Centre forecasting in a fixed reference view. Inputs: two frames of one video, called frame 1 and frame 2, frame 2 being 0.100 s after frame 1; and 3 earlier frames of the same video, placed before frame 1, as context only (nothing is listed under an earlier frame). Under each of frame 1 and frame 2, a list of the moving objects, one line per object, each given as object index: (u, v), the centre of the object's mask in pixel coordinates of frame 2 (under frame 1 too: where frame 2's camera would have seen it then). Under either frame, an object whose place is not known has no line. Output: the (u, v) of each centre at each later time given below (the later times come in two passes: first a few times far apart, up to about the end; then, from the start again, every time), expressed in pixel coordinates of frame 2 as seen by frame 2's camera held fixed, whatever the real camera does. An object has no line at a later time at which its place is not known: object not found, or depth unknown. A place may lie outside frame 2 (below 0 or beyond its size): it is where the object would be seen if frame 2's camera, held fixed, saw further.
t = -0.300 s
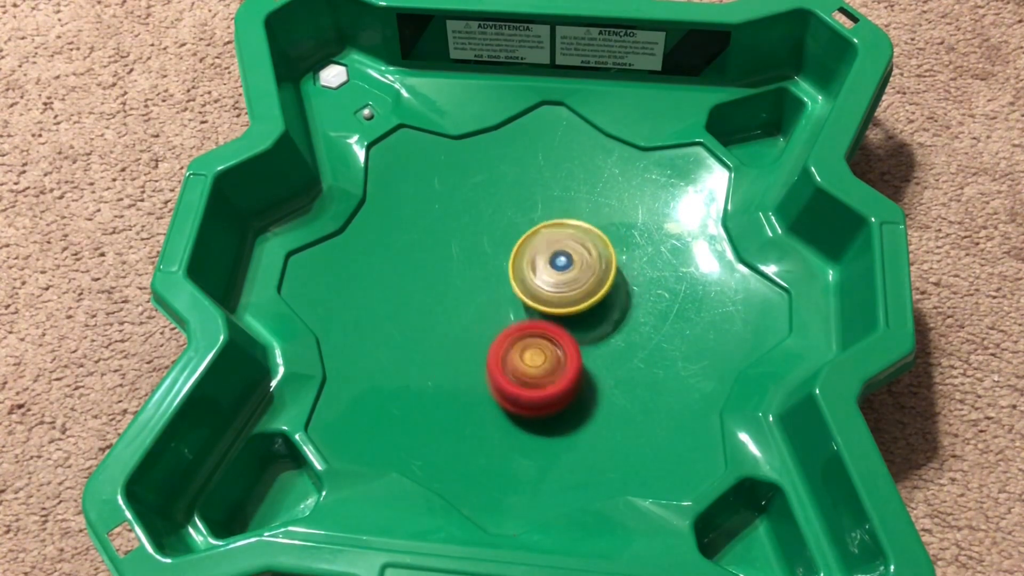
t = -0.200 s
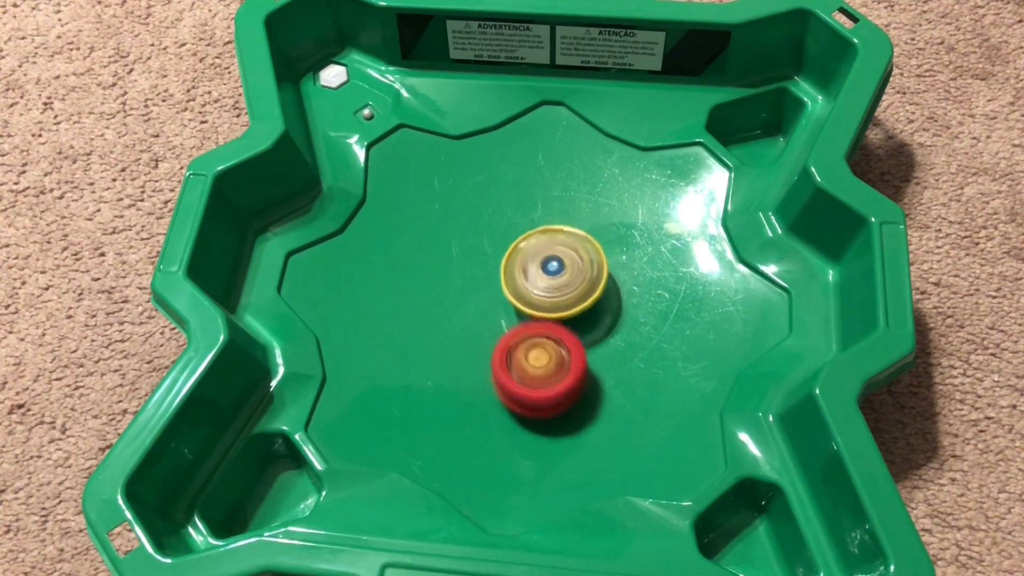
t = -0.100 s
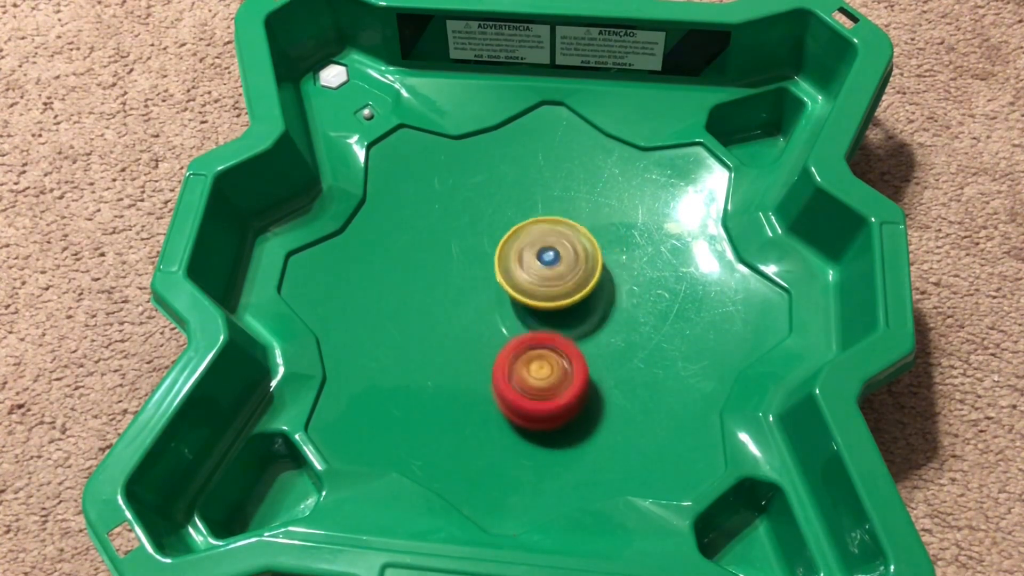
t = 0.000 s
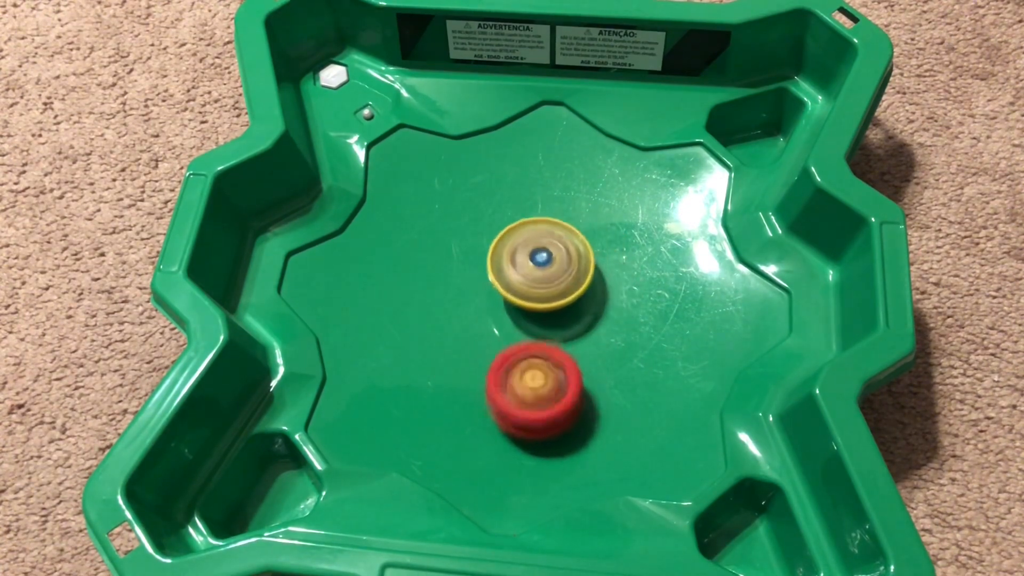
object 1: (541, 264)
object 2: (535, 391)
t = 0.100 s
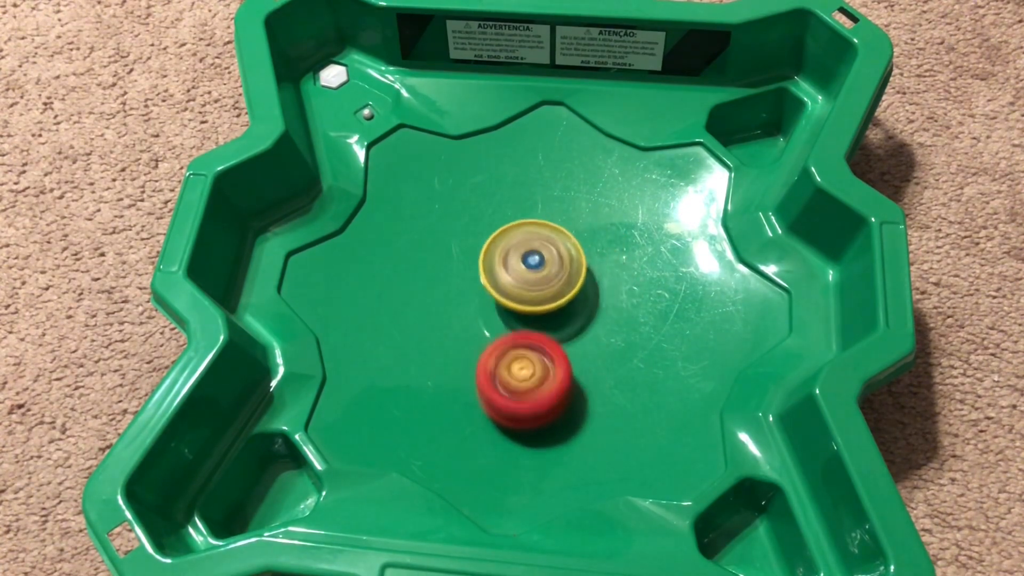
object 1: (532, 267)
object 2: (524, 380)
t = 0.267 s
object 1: (520, 249)
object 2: (531, 373)
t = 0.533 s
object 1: (510, 237)
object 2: (550, 350)
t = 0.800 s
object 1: (514, 243)
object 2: (591, 313)
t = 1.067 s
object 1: (446, 242)
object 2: (635, 339)
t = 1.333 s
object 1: (429, 269)
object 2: (560, 341)
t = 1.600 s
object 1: (388, 287)
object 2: (637, 247)
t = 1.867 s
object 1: (397, 304)
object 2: (638, 365)
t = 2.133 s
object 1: (365, 296)
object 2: (566, 260)
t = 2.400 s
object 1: (392, 312)
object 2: (671, 317)
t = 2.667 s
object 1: (385, 312)
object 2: (563, 296)
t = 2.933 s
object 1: (406, 325)
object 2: (626, 285)
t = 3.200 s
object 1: (449, 340)
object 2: (553, 299)
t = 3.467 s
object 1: (447, 379)
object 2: (579, 228)
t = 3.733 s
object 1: (475, 382)
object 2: (581, 272)
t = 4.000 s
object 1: (490, 400)
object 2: (513, 239)
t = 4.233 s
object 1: (510, 399)
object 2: (558, 220)
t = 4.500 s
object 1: (543, 418)
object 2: (522, 270)
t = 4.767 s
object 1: (598, 468)
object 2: (532, 141)
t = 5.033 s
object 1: (602, 425)
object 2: (546, 261)
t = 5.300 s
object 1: (584, 333)
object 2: (407, 339)
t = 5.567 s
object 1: (549, 209)
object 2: (396, 277)
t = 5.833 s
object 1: (537, 180)
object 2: (556, 328)
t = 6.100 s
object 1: (532, 203)
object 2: (609, 438)
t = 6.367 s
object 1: (508, 266)
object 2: (533, 360)
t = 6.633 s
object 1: (475, 257)
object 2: (590, 329)
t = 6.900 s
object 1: (466, 256)
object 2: (591, 311)
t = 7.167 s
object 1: (455, 263)
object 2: (575, 276)
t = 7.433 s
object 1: (441, 281)
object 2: (562, 266)
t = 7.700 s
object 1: (386, 306)
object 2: (624, 310)
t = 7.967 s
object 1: (410, 316)
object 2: (514, 301)
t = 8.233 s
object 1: (394, 332)
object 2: (606, 243)
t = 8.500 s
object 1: (436, 352)
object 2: (583, 314)
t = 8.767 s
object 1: (465, 384)
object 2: (533, 274)
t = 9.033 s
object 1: (483, 390)
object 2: (547, 254)
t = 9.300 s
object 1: (511, 383)
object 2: (535, 290)
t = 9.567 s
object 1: (533, 385)
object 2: (515, 287)
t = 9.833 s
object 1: (550, 382)
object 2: (517, 289)
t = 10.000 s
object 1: (564, 392)
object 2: (517, 286)
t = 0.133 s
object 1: (530, 268)
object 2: (524, 373)
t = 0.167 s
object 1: (528, 268)
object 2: (525, 365)
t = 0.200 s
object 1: (525, 258)
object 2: (527, 368)
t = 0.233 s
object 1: (523, 252)
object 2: (529, 371)
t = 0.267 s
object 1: (520, 249)
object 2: (531, 373)
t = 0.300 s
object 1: (518, 247)
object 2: (533, 373)
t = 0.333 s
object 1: (516, 244)
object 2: (535, 373)
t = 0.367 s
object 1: (514, 242)
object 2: (536, 371)
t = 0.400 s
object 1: (513, 241)
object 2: (539, 369)
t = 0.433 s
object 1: (512, 239)
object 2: (540, 366)
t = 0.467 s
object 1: (511, 238)
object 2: (543, 361)
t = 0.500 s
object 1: (511, 237)
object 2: (546, 356)
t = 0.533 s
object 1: (510, 237)
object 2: (550, 350)
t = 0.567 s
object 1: (510, 237)
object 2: (554, 344)
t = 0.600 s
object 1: (510, 237)
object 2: (560, 337)
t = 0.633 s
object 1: (510, 237)
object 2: (565, 331)
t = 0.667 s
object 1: (511, 237)
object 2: (572, 326)
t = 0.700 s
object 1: (511, 238)
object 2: (576, 321)
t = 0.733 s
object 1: (512, 239)
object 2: (581, 317)
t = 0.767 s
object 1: (513, 241)
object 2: (586, 315)
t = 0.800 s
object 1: (514, 243)
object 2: (591, 313)
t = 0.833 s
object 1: (515, 245)
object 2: (595, 312)
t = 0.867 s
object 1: (516, 248)
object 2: (598, 313)
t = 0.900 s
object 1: (516, 250)
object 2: (599, 313)
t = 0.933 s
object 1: (517, 253)
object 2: (599, 314)
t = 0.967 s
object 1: (503, 249)
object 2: (609, 319)
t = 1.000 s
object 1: (478, 242)
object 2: (624, 326)
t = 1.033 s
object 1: (459, 241)
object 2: (633, 334)
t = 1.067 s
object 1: (446, 242)
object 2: (635, 339)
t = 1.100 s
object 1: (438, 245)
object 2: (634, 346)
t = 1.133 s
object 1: (434, 248)
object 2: (630, 352)
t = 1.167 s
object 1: (431, 252)
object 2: (621, 357)
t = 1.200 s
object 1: (430, 256)
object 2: (610, 360)
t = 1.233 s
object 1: (429, 259)
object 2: (598, 359)
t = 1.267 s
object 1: (428, 263)
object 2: (585, 356)
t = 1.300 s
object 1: (429, 266)
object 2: (572, 349)
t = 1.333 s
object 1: (429, 269)
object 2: (560, 341)
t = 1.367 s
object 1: (431, 272)
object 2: (550, 330)
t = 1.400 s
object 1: (432, 274)
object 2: (543, 317)
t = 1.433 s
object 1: (434, 277)
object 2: (539, 305)
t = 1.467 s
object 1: (430, 278)
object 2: (542, 289)
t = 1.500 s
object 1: (409, 281)
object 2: (564, 273)
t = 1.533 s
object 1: (396, 283)
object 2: (586, 259)
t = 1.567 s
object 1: (390, 284)
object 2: (611, 250)
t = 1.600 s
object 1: (388, 287)
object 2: (637, 247)
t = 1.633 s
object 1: (388, 290)
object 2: (660, 249)
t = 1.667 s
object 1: (388, 292)
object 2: (682, 259)
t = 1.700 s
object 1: (388, 295)
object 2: (699, 274)
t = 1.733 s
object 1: (389, 297)
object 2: (708, 294)
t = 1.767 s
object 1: (391, 299)
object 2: (705, 317)
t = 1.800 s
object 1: (393, 300)
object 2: (691, 338)
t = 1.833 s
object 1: (395, 302)
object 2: (668, 356)
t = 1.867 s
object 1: (397, 304)
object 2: (638, 365)
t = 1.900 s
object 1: (400, 305)
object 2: (605, 368)
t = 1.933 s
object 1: (404, 307)
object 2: (572, 363)
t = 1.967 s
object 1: (408, 308)
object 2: (541, 351)
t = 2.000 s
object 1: (411, 309)
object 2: (516, 334)
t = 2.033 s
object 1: (387, 303)
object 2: (522, 316)
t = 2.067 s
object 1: (371, 299)
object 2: (532, 295)
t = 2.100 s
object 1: (365, 295)
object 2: (547, 276)
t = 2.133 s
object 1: (365, 296)
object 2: (566, 260)
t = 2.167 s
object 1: (366, 298)
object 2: (588, 248)
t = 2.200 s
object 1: (368, 300)
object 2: (611, 241)
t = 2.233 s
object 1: (371, 302)
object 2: (633, 241)
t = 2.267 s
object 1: (374, 304)
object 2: (653, 247)
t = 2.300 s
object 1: (377, 306)
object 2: (670, 259)
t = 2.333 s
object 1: (381, 308)
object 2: (680, 277)
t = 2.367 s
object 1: (386, 310)
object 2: (680, 298)
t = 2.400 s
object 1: (392, 312)
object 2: (671, 317)
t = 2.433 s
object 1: (399, 314)
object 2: (652, 333)
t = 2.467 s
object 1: (406, 316)
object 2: (626, 344)
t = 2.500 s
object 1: (415, 319)
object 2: (597, 348)
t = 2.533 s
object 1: (424, 321)
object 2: (567, 344)
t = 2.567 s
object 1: (432, 324)
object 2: (540, 335)
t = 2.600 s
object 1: (413, 322)
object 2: (544, 321)
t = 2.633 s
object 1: (393, 316)
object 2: (554, 308)
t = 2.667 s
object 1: (385, 312)
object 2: (563, 296)
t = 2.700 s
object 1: (383, 310)
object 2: (573, 286)
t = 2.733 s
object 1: (384, 310)
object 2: (586, 279)
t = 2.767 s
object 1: (387, 312)
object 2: (597, 275)
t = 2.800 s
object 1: (391, 315)
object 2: (608, 273)
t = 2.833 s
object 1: (395, 317)
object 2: (617, 275)
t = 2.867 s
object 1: (398, 320)
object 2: (623, 278)
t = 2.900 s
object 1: (402, 322)
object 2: (625, 281)
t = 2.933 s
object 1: (406, 325)
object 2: (626, 285)
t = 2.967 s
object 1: (411, 327)
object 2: (624, 289)
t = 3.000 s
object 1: (416, 329)
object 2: (619, 293)
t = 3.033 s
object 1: (421, 331)
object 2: (613, 298)
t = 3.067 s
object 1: (426, 332)
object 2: (603, 301)
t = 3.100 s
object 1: (432, 334)
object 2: (593, 303)
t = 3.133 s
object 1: (437, 336)
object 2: (580, 303)
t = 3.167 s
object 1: (443, 338)
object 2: (566, 302)
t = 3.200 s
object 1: (449, 340)
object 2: (553, 299)
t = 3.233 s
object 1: (453, 344)
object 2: (543, 292)
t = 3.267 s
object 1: (441, 354)
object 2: (545, 278)
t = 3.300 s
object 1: (435, 362)
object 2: (548, 265)
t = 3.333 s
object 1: (435, 367)
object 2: (552, 253)
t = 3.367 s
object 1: (438, 371)
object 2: (559, 243)
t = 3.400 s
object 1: (442, 374)
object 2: (566, 236)
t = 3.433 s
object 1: (444, 377)
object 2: (573, 231)
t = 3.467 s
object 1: (447, 379)
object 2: (579, 228)
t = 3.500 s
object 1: (450, 381)
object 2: (585, 229)
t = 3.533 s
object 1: (454, 382)
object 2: (590, 231)
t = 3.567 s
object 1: (458, 383)
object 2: (594, 234)
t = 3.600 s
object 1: (462, 384)
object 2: (595, 239)
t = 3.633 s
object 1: (466, 384)
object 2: (596, 246)
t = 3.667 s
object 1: (469, 383)
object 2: (593, 254)
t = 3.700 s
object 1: (472, 383)
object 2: (589, 263)
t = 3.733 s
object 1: (475, 382)
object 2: (581, 272)
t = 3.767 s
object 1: (478, 382)
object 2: (570, 281)
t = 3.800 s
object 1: (481, 382)
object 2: (558, 288)
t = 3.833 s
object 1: (485, 381)
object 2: (543, 294)
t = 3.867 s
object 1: (487, 383)
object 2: (529, 292)
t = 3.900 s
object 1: (484, 395)
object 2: (520, 281)
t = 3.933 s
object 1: (484, 399)
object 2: (515, 267)
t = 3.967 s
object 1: (487, 400)
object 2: (512, 253)
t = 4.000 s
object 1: (490, 400)
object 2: (513, 239)
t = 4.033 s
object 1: (492, 401)
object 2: (517, 227)
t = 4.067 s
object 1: (495, 401)
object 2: (523, 218)
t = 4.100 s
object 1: (498, 402)
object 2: (530, 212)
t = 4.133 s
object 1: (501, 401)
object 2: (538, 209)
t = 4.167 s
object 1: (504, 401)
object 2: (546, 210)
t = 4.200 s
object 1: (507, 400)
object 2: (553, 214)
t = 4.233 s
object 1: (510, 399)
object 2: (558, 220)
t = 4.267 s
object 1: (514, 398)
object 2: (563, 227)
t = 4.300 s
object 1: (517, 397)
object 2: (565, 237)
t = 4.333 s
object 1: (521, 394)
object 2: (565, 248)
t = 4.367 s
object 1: (525, 392)
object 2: (562, 261)
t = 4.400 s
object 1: (528, 389)
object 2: (556, 272)
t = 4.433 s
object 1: (532, 386)
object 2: (548, 284)
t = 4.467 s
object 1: (537, 390)
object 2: (537, 288)
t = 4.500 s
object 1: (543, 418)
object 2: (522, 270)
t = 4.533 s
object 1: (549, 442)
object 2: (511, 248)
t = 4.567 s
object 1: (557, 457)
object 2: (505, 228)
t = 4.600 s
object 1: (566, 466)
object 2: (501, 211)
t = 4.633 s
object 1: (576, 472)
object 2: (500, 193)
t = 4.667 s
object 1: (585, 474)
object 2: (502, 176)
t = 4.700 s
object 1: (592, 473)
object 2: (508, 161)
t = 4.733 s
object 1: (595, 471)
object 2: (518, 148)
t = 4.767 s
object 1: (598, 468)
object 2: (532, 141)
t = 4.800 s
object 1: (601, 464)
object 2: (548, 142)
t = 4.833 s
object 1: (603, 459)
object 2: (561, 150)
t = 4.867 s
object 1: (603, 452)
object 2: (570, 165)
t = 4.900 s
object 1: (602, 446)
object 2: (574, 182)
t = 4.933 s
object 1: (603, 441)
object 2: (573, 204)
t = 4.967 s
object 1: (603, 437)
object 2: (568, 224)
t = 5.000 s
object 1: (603, 432)
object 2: (559, 242)
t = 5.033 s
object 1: (602, 425)
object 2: (546, 261)
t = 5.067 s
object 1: (600, 419)
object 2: (532, 277)
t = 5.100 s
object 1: (598, 412)
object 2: (517, 291)
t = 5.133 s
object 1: (597, 403)
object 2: (501, 304)
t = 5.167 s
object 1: (596, 392)
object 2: (484, 316)
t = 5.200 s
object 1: (593, 379)
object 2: (466, 325)
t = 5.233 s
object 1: (590, 365)
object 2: (446, 332)
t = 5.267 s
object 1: (586, 350)
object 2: (426, 337)
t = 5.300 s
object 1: (584, 333)
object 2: (407, 339)
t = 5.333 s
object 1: (580, 315)
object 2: (389, 338)
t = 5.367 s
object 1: (575, 297)
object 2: (372, 333)
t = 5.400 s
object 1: (571, 280)
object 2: (359, 324)
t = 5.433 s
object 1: (566, 264)
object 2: (352, 311)
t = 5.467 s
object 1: (562, 248)
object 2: (355, 298)
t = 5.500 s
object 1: (558, 233)
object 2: (364, 289)
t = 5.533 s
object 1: (553, 220)
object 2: (378, 282)
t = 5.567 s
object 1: (549, 209)
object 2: (396, 277)
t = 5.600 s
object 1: (547, 201)
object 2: (416, 276)
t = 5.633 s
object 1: (545, 193)
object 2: (438, 278)
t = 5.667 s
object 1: (543, 188)
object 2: (461, 283)
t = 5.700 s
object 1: (541, 185)
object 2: (482, 290)
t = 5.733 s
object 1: (540, 183)
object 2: (502, 298)
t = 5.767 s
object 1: (540, 181)
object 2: (520, 307)
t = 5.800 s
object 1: (538, 180)
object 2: (538, 317)
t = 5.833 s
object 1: (537, 180)
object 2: (556, 328)
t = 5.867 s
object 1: (537, 181)
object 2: (572, 341)
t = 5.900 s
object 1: (536, 182)
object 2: (585, 353)
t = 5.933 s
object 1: (535, 184)
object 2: (596, 366)
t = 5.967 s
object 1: (534, 186)
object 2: (607, 381)
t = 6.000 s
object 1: (534, 189)
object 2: (616, 395)
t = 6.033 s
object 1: (534, 193)
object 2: (620, 411)
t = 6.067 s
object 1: (533, 197)
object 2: (617, 426)
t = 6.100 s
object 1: (532, 203)
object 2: (609, 438)
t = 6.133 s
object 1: (532, 208)
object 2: (595, 444)
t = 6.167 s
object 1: (530, 214)
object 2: (581, 444)
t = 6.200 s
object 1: (528, 221)
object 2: (568, 440)
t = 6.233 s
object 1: (525, 230)
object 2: (554, 428)
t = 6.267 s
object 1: (523, 239)
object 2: (545, 414)
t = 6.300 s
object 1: (520, 250)
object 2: (537, 394)
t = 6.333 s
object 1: (515, 261)
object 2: (533, 374)
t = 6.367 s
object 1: (508, 266)
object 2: (533, 360)
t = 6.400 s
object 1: (502, 260)
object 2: (538, 353)
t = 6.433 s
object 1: (499, 258)
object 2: (545, 345)
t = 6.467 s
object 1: (495, 258)
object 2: (551, 337)
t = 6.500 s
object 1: (489, 257)
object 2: (559, 334)
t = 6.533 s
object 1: (486, 257)
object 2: (569, 332)
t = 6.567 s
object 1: (481, 257)
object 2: (579, 330)
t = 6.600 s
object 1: (477, 257)
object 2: (586, 330)
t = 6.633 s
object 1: (475, 257)
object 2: (590, 329)
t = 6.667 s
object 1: (473, 256)
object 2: (594, 328)
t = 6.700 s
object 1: (470, 256)
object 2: (597, 326)
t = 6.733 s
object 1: (469, 256)
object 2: (599, 325)
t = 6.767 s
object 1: (468, 256)
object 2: (598, 323)
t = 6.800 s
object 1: (467, 255)
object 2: (598, 320)
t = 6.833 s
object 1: (466, 256)
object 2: (598, 317)
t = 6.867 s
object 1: (467, 256)
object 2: (596, 315)
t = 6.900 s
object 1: (466, 256)
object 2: (591, 311)
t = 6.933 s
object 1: (466, 257)
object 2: (589, 306)
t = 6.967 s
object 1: (467, 258)
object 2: (586, 302)
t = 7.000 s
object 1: (468, 259)
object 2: (582, 298)
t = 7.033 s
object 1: (469, 260)
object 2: (577, 291)
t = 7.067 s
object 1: (470, 262)
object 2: (574, 287)
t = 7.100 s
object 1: (466, 262)
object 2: (575, 283)
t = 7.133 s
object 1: (458, 262)
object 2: (575, 280)
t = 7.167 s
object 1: (455, 263)
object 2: (575, 276)
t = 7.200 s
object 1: (455, 266)
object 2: (574, 273)
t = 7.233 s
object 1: (454, 268)
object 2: (572, 272)
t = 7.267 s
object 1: (453, 270)
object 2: (570, 269)
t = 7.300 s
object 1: (453, 272)
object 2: (568, 267)
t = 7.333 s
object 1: (453, 274)
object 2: (565, 268)
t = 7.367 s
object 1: (451, 276)
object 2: (561, 267)
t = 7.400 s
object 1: (452, 279)
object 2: (556, 268)
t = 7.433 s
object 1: (441, 281)
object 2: (562, 266)
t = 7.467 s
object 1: (418, 286)
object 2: (575, 263)
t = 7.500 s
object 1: (404, 290)
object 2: (590, 262)
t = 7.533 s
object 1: (396, 294)
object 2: (603, 264)
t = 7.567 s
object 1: (391, 297)
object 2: (616, 269)
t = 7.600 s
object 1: (388, 300)
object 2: (625, 277)
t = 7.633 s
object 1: (386, 302)
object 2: (630, 289)
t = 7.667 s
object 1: (385, 304)
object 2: (629, 300)
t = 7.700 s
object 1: (386, 306)
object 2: (624, 310)
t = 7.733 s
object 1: (386, 307)
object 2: (613, 320)
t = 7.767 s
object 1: (387, 309)
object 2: (600, 325)
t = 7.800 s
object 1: (390, 310)
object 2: (586, 328)
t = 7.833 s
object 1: (392, 311)
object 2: (568, 328)
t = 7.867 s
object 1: (395, 312)
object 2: (553, 324)
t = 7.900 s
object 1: (400, 313)
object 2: (538, 318)
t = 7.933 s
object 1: (405, 314)
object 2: (523, 310)
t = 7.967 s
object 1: (410, 316)
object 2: (514, 301)
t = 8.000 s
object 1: (398, 318)
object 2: (518, 287)
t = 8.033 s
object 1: (384, 321)
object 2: (529, 273)
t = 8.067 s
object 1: (379, 322)
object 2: (541, 263)
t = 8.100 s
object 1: (381, 322)
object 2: (552, 255)
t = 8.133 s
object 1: (384, 325)
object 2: (566, 248)
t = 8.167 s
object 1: (388, 327)
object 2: (579, 244)
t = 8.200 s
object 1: (391, 329)
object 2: (593, 243)
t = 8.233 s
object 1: (394, 332)
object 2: (606, 243)
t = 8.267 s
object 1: (399, 334)
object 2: (617, 249)
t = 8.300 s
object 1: (402, 336)
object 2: (625, 257)
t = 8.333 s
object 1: (408, 339)
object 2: (631, 269)
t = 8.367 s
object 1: (412, 340)
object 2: (628, 280)
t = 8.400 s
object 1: (417, 344)
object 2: (623, 291)
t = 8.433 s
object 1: (423, 345)
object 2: (610, 302)
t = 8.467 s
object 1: (428, 349)
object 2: (598, 309)
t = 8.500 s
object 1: (436, 352)
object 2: (583, 314)
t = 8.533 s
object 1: (443, 355)
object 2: (565, 316)
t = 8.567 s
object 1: (450, 359)
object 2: (551, 317)
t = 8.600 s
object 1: (452, 365)
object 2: (541, 314)
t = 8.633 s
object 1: (451, 372)
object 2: (538, 306)
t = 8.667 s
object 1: (455, 375)
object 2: (536, 298)
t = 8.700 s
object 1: (458, 378)
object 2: (533, 289)
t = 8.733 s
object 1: (462, 382)
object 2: (533, 280)
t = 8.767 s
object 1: (465, 384)
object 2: (533, 274)
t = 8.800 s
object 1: (466, 386)
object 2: (534, 266)
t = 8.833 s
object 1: (470, 387)
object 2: (536, 261)
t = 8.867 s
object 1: (471, 388)
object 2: (538, 257)
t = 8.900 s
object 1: (474, 389)
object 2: (542, 255)
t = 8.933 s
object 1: (477, 390)
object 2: (542, 253)
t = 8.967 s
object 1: (478, 390)
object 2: (545, 253)
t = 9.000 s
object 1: (481, 390)
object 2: (546, 254)
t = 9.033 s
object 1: (483, 390)
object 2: (547, 254)
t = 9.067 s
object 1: (486, 390)
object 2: (549, 257)
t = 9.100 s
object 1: (488, 389)
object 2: (548, 260)
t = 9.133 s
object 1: (491, 389)
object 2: (549, 264)
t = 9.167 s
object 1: (495, 388)
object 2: (546, 269)
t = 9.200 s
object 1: (498, 386)
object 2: (545, 273)
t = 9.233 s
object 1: (502, 386)
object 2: (542, 279)
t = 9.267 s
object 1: (506, 383)
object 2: (538, 285)
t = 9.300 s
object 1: (511, 383)
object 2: (535, 290)
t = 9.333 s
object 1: (513, 385)
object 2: (530, 290)
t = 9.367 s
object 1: (514, 388)
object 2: (529, 290)
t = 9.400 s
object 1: (517, 386)
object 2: (524, 290)
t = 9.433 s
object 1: (521, 386)
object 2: (523, 288)
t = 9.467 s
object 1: (525, 386)
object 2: (520, 289)
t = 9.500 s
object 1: (528, 386)
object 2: (518, 287)
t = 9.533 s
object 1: (531, 387)
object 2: (517, 288)
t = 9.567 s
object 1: (533, 385)
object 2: (515, 287)
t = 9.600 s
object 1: (536, 386)
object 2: (515, 287)
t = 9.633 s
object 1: (538, 385)
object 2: (513, 286)
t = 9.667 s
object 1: (540, 385)
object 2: (514, 286)
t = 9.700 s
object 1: (543, 384)
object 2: (513, 287)
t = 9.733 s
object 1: (544, 384)
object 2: (514, 286)
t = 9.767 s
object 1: (547, 383)
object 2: (514, 288)
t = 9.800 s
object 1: (548, 382)
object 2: (515, 287)
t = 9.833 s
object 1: (550, 382)
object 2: (517, 289)
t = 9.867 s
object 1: (552, 380)
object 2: (517, 289)
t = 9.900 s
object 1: (554, 380)
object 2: (520, 291)
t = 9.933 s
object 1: (557, 381)
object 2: (520, 292)
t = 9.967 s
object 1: (560, 384)
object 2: (520, 292)
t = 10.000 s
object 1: (564, 392)
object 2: (517, 286)
